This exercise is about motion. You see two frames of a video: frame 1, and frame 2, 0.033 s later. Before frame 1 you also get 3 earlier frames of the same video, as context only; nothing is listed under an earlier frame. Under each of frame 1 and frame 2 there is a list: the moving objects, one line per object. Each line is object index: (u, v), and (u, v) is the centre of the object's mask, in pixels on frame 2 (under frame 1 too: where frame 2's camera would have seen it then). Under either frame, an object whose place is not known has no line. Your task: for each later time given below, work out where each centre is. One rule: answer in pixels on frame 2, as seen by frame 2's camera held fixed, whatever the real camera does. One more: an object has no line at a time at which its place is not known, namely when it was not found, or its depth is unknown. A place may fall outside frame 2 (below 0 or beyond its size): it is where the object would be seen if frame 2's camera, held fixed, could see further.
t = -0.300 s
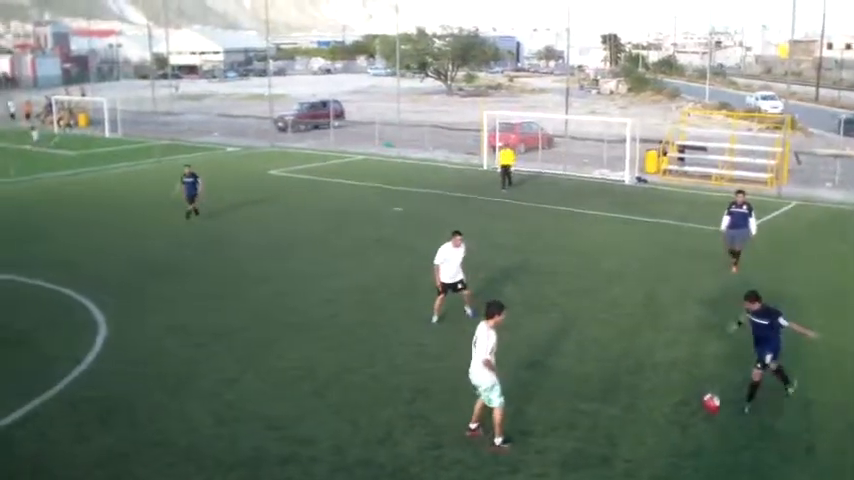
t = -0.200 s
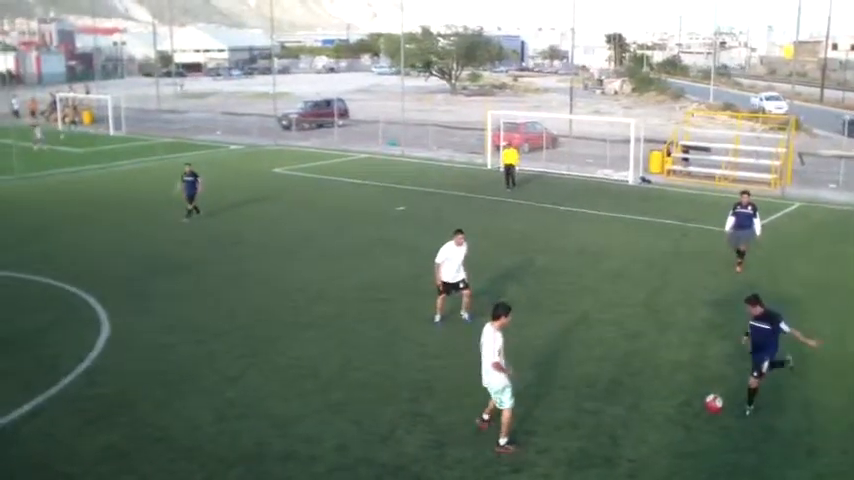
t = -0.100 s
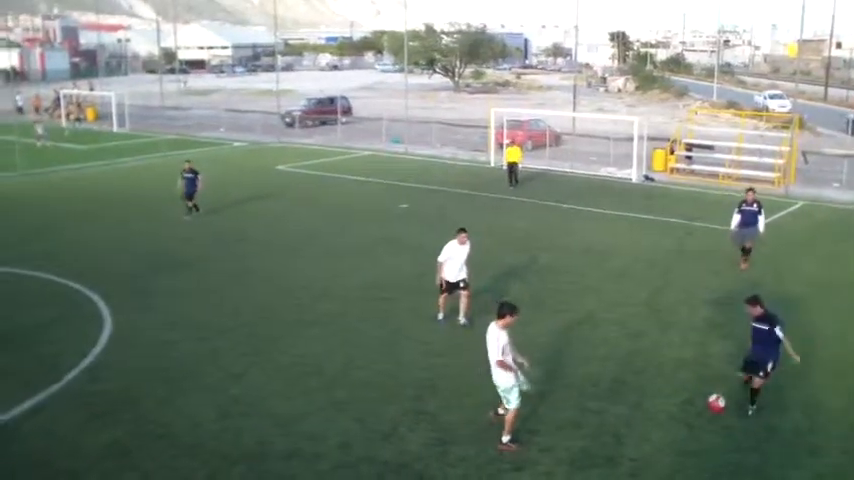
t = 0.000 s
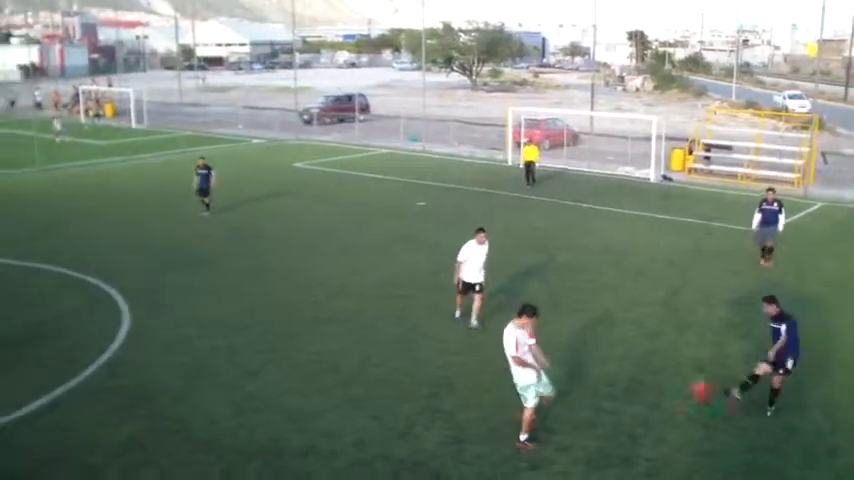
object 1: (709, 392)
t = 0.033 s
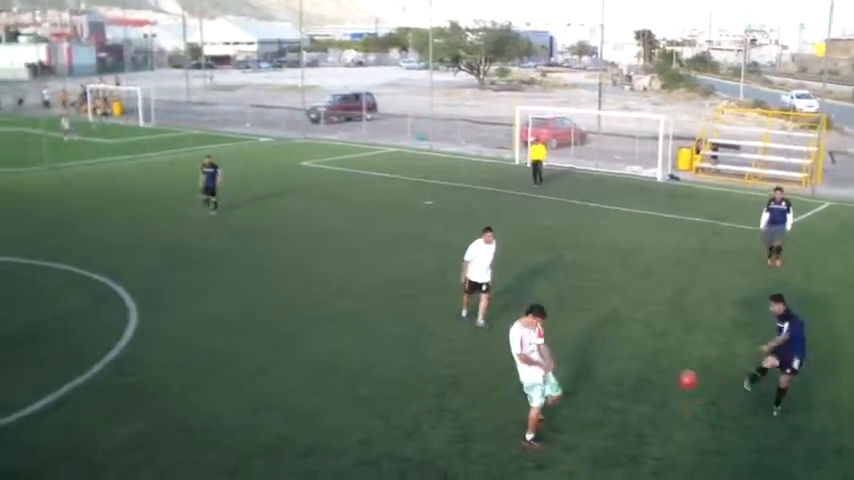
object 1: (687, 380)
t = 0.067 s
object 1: (668, 373)
